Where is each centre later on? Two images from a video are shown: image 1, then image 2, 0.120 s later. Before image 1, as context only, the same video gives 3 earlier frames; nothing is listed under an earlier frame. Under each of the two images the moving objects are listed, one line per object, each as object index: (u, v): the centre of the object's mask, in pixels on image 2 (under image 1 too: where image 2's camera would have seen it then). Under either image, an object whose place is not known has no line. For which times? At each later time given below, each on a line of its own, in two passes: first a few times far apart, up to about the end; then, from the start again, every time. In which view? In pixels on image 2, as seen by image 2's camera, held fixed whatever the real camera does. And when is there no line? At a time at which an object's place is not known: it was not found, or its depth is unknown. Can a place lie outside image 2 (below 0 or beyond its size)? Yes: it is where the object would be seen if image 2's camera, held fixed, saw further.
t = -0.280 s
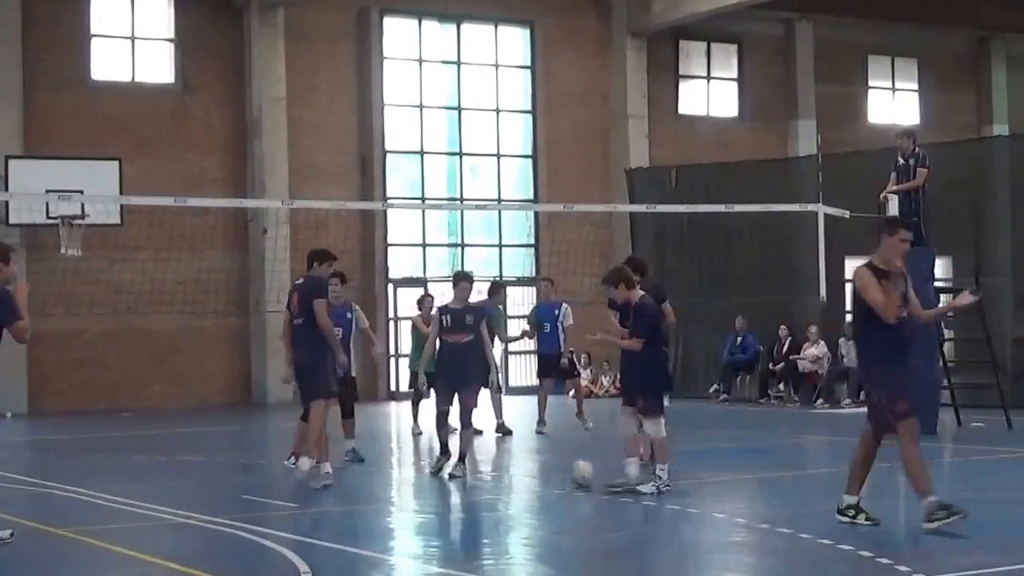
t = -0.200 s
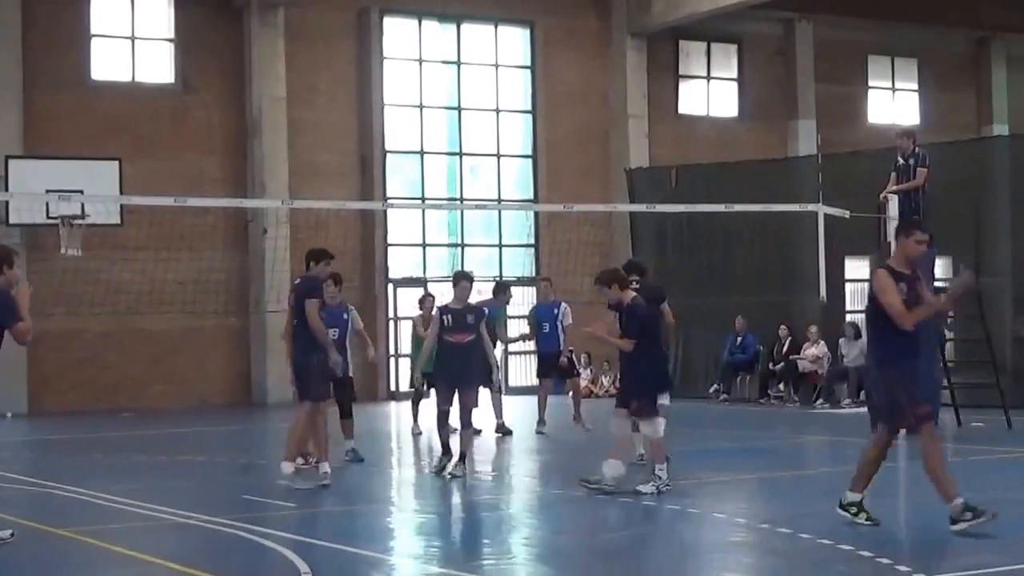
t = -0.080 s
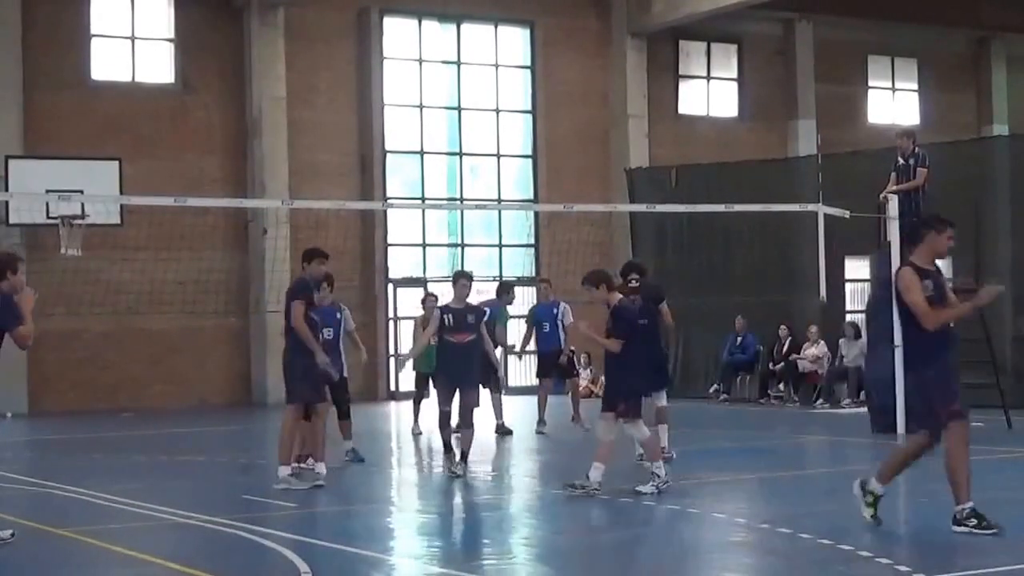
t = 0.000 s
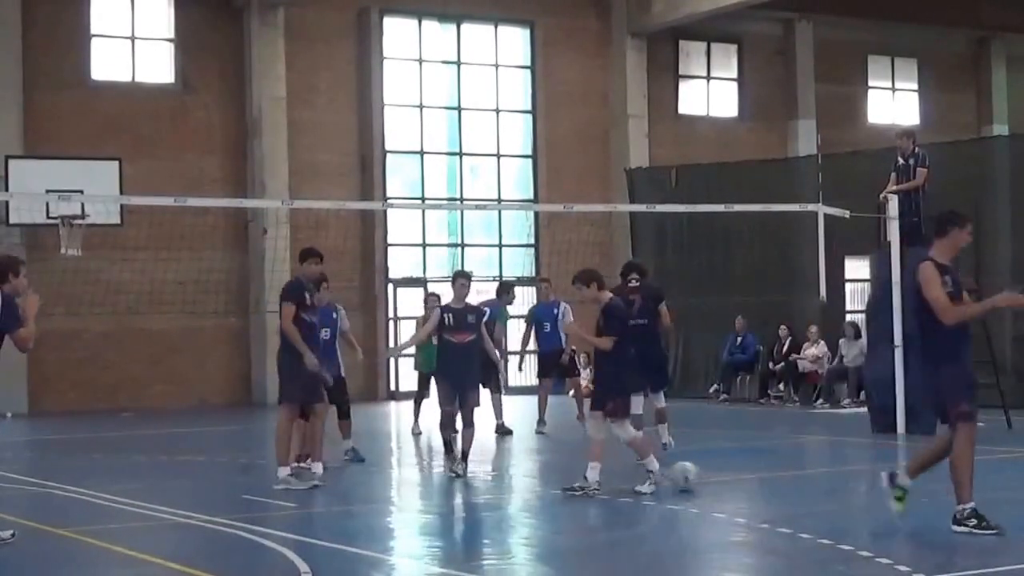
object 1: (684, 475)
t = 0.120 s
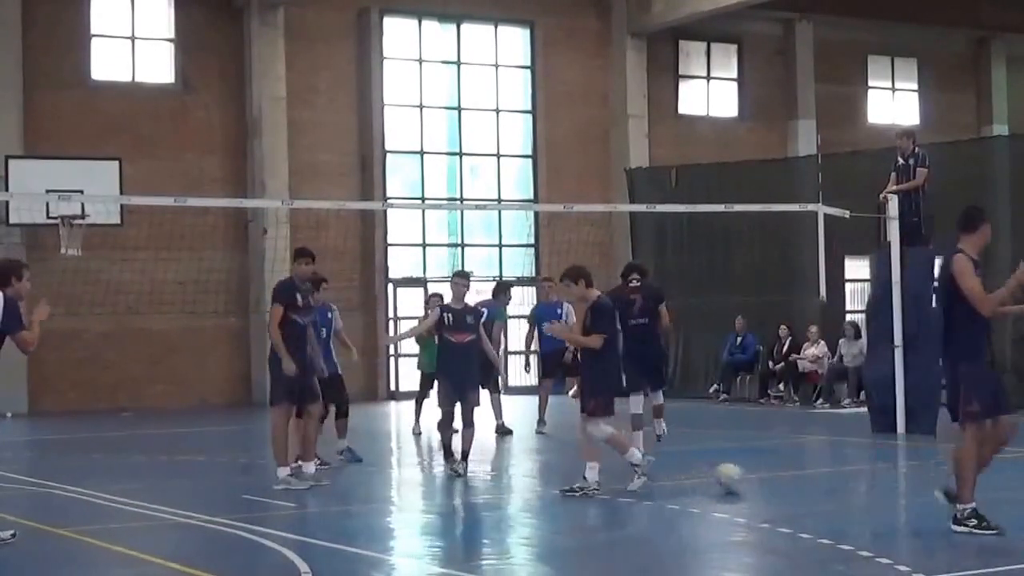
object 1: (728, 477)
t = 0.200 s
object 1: (759, 479)
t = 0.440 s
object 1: (852, 483)
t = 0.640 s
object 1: (936, 486)
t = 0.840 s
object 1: (1014, 490)
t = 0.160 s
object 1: (743, 480)
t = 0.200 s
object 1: (759, 479)
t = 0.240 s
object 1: (775, 479)
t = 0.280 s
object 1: (789, 480)
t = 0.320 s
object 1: (806, 481)
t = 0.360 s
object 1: (821, 481)
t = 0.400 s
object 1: (838, 483)
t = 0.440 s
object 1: (852, 483)
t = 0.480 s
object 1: (869, 483)
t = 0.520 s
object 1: (884, 483)
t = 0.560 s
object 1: (904, 485)
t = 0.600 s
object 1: (919, 486)
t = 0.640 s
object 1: (936, 486)
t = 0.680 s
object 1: (951, 486)
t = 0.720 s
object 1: (968, 486)
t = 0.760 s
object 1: (986, 488)
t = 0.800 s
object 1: (1003, 489)
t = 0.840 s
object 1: (1014, 490)
